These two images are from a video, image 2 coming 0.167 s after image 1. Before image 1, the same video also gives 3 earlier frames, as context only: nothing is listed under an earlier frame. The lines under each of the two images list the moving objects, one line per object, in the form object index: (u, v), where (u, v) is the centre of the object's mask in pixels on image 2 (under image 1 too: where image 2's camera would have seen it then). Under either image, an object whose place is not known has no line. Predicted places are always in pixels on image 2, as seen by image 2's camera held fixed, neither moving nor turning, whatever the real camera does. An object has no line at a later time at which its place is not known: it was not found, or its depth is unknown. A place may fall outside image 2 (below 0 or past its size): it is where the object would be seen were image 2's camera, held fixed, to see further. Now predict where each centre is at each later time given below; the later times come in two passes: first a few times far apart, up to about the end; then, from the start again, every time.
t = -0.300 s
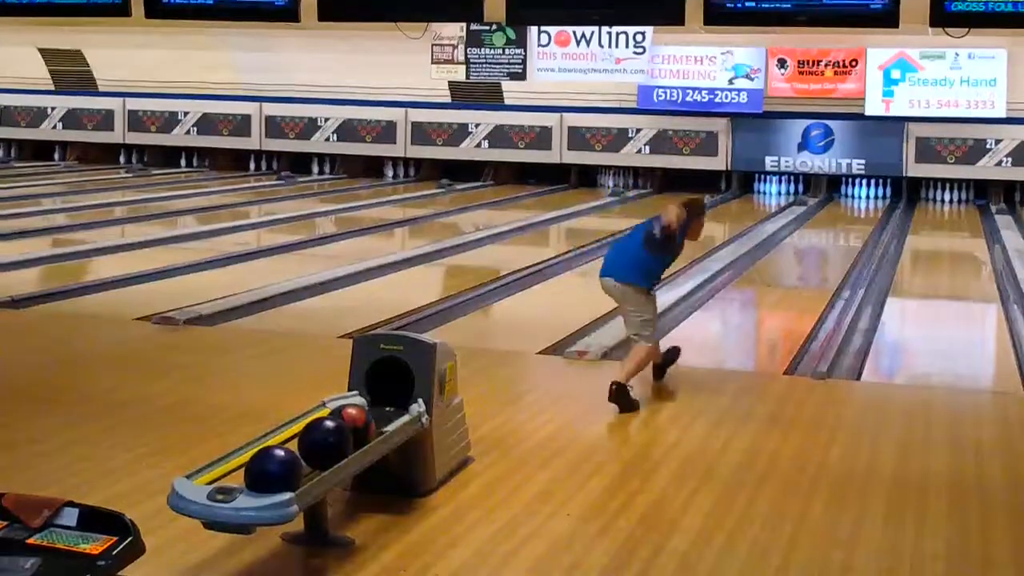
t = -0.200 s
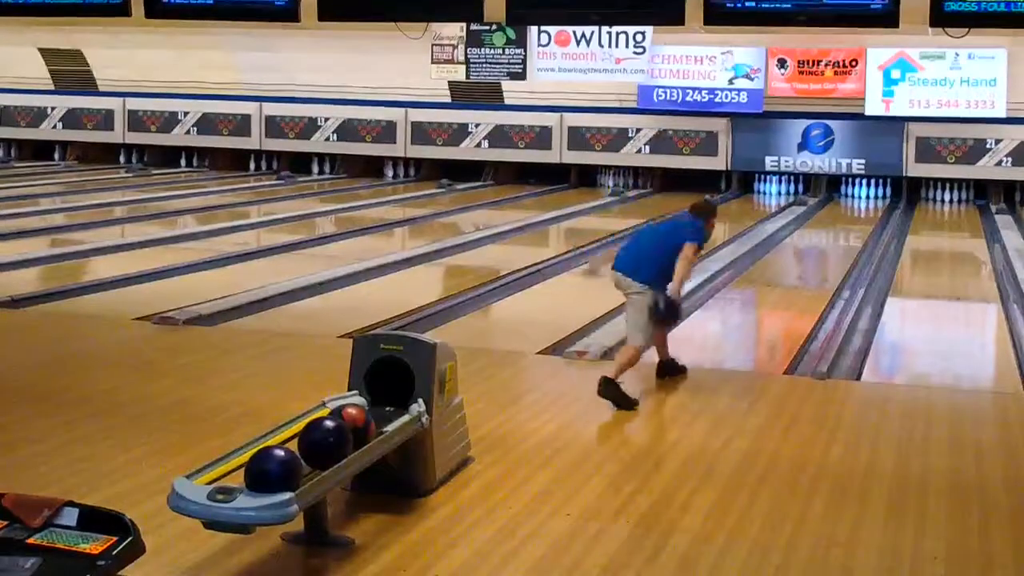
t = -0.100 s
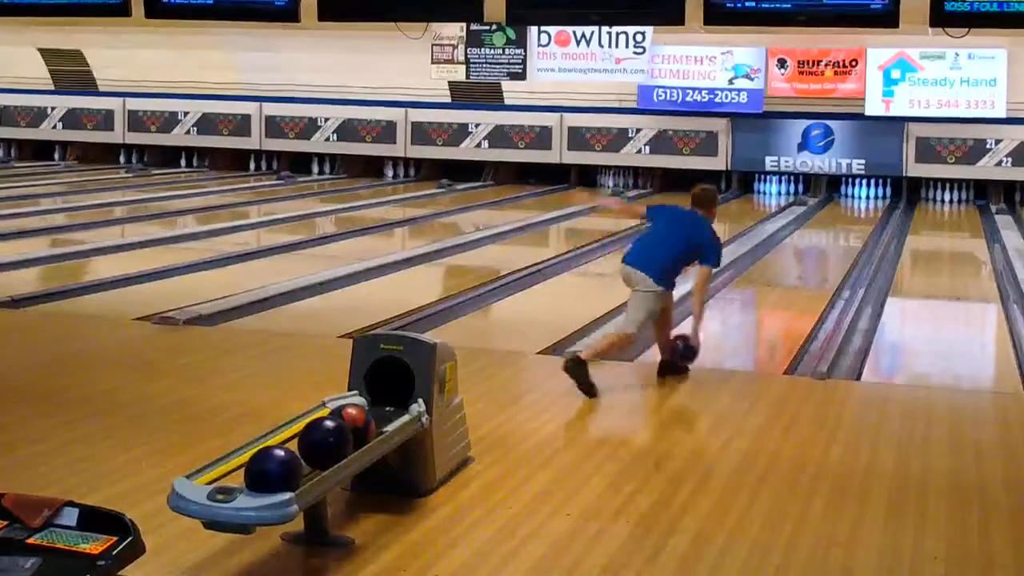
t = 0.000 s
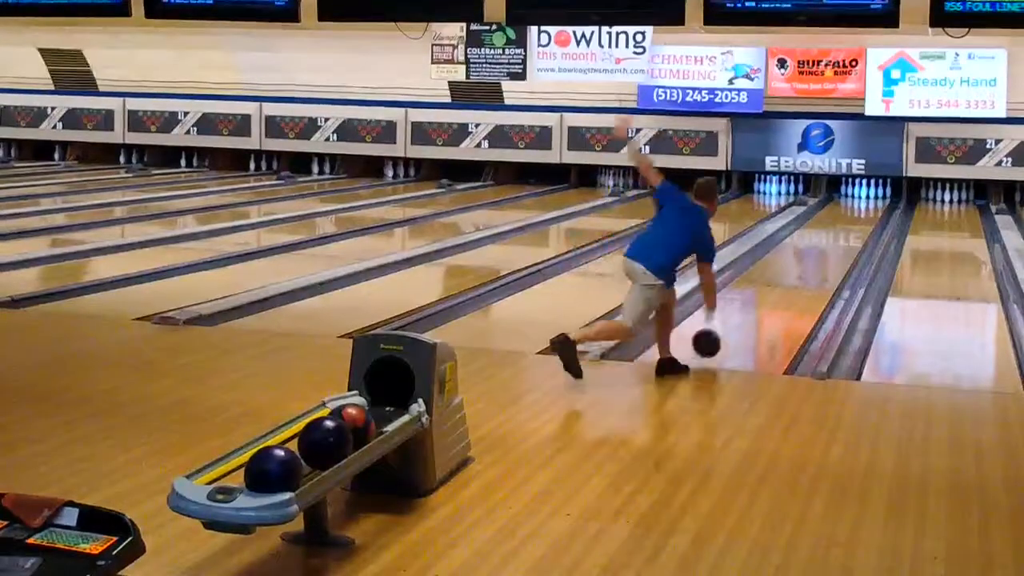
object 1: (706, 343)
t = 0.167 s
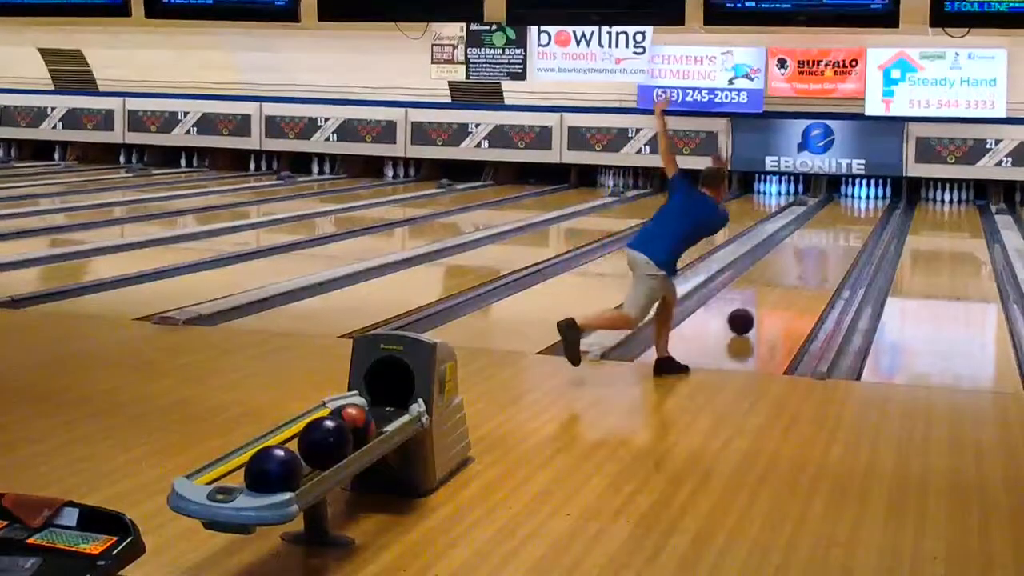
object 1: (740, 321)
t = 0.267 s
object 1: (758, 308)
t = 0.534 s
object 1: (793, 279)
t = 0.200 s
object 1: (747, 317)
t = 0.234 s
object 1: (752, 312)
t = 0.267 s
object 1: (758, 308)
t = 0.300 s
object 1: (763, 304)
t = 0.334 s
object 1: (768, 300)
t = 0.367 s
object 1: (772, 296)
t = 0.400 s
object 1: (777, 293)
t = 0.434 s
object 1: (781, 289)
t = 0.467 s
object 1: (785, 285)
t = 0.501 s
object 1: (790, 282)
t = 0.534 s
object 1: (793, 279)
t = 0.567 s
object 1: (797, 276)
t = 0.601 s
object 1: (800, 273)
